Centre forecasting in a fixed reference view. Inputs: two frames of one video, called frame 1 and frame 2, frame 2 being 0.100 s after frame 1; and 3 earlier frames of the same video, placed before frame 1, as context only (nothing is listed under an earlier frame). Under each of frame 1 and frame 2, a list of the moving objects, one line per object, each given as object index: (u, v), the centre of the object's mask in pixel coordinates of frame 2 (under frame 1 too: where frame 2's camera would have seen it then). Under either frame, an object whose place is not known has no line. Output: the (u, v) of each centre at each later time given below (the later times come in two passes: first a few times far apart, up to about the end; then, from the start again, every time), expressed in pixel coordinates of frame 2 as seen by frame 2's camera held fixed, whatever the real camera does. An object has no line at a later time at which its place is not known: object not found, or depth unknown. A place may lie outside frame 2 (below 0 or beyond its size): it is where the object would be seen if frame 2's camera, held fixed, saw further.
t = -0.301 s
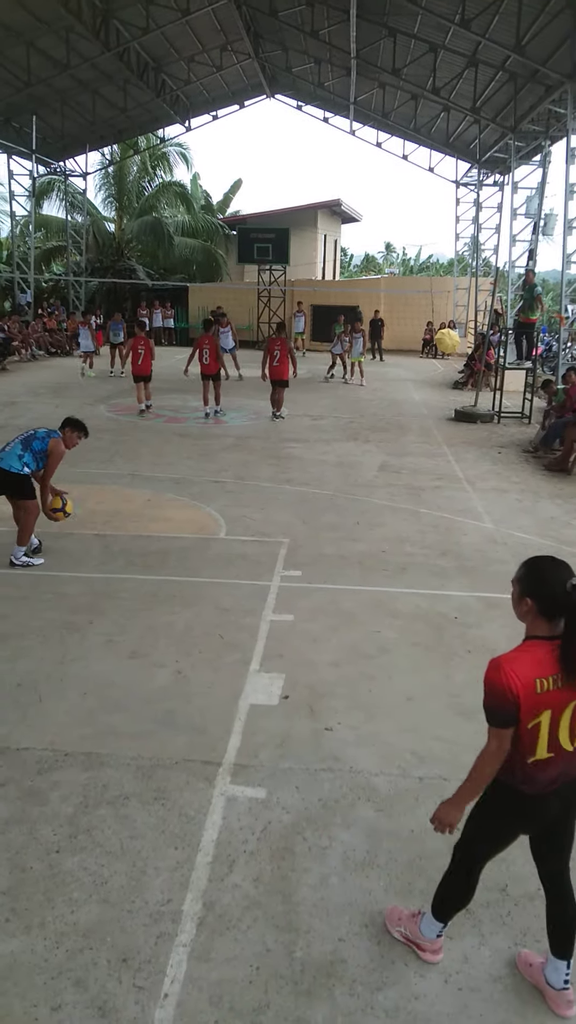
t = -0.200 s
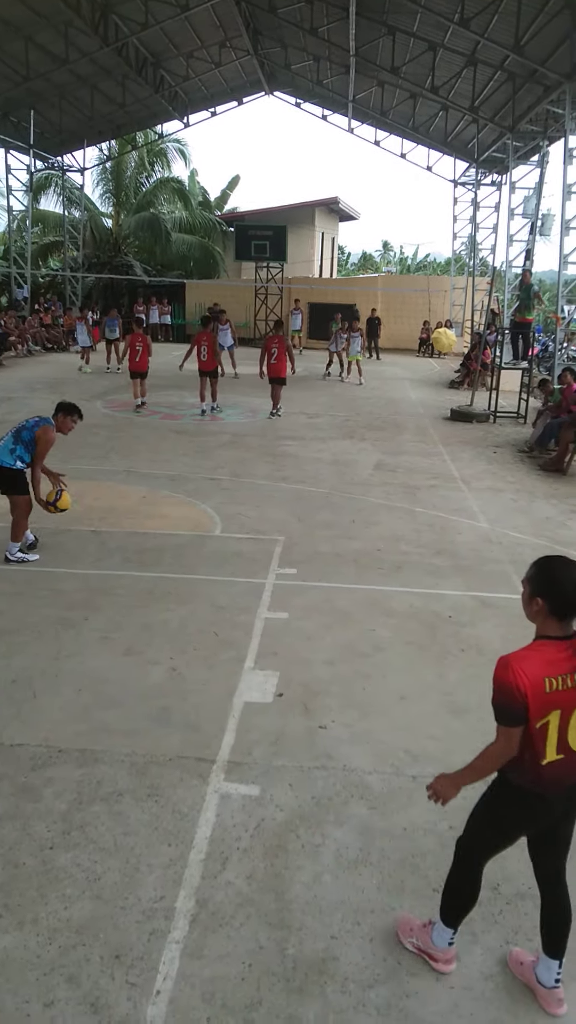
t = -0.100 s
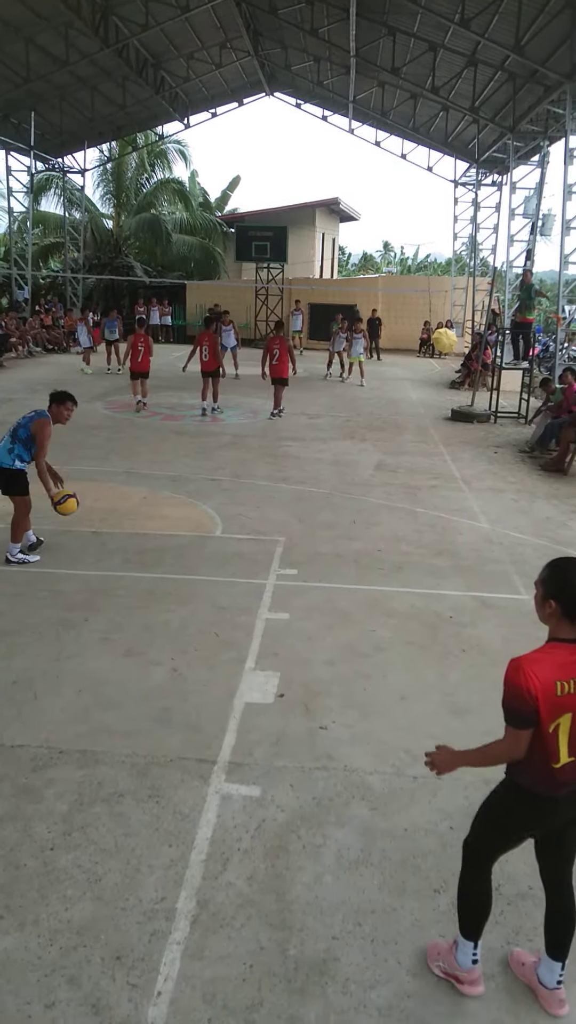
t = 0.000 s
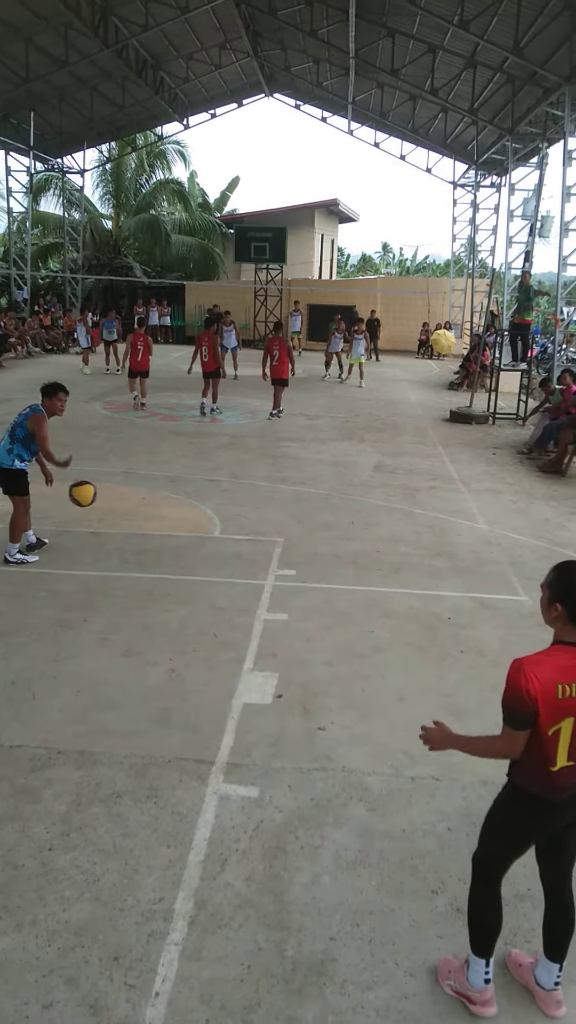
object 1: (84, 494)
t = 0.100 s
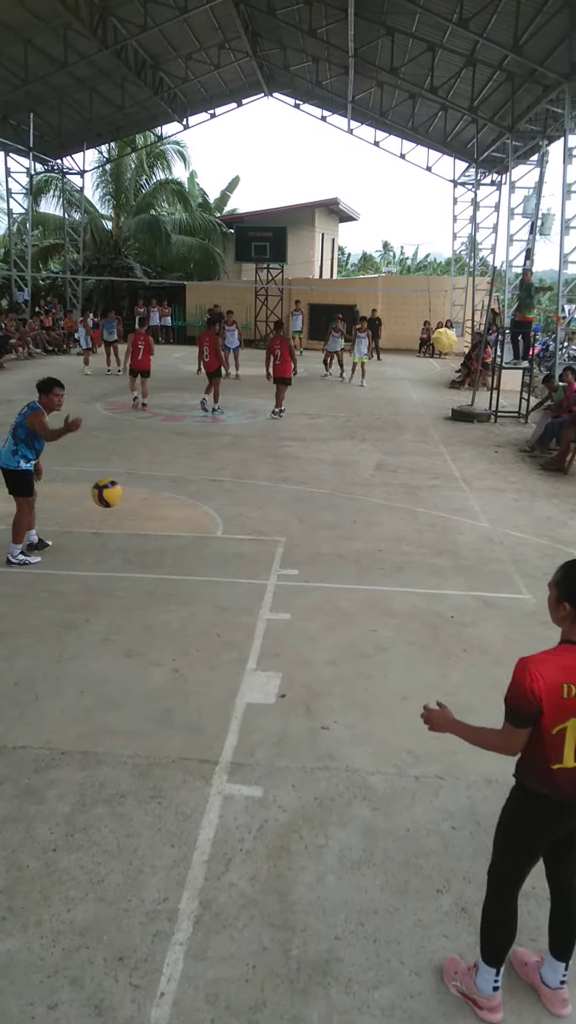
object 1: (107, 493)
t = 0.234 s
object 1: (141, 514)
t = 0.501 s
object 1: (234, 660)
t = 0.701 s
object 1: (322, 760)
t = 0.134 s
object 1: (115, 496)
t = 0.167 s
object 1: (123, 500)
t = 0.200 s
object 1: (132, 506)
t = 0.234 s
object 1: (141, 514)
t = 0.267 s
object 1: (151, 523)
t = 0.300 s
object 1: (162, 536)
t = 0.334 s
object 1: (173, 550)
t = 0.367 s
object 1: (184, 566)
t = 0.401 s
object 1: (196, 586)
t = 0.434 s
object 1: (208, 607)
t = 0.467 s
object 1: (221, 631)
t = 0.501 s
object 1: (234, 660)
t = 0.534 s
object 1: (248, 691)
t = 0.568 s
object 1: (262, 724)
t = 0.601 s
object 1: (278, 763)
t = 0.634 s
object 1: (292, 772)
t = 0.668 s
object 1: (306, 765)
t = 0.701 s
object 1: (322, 760)
